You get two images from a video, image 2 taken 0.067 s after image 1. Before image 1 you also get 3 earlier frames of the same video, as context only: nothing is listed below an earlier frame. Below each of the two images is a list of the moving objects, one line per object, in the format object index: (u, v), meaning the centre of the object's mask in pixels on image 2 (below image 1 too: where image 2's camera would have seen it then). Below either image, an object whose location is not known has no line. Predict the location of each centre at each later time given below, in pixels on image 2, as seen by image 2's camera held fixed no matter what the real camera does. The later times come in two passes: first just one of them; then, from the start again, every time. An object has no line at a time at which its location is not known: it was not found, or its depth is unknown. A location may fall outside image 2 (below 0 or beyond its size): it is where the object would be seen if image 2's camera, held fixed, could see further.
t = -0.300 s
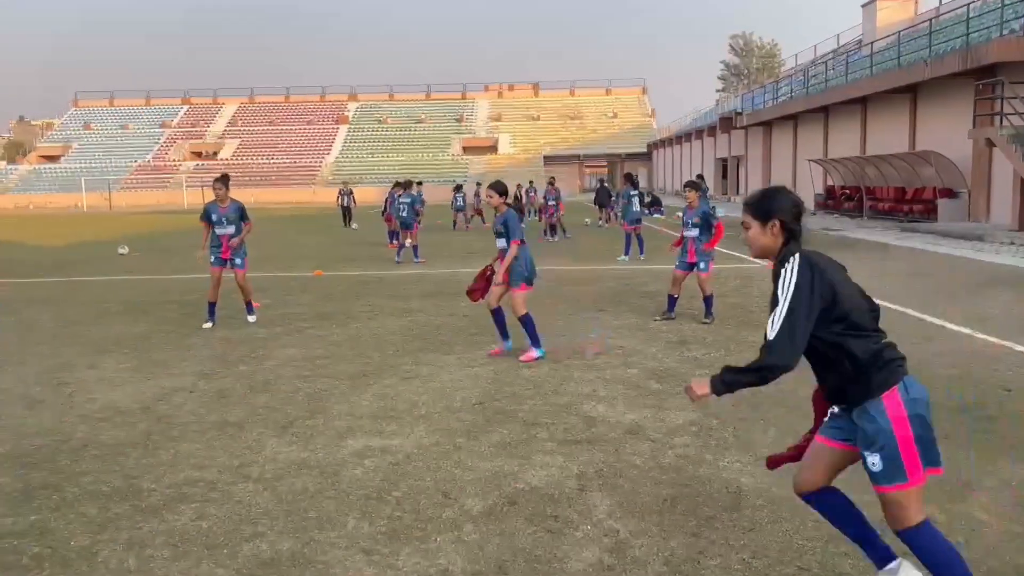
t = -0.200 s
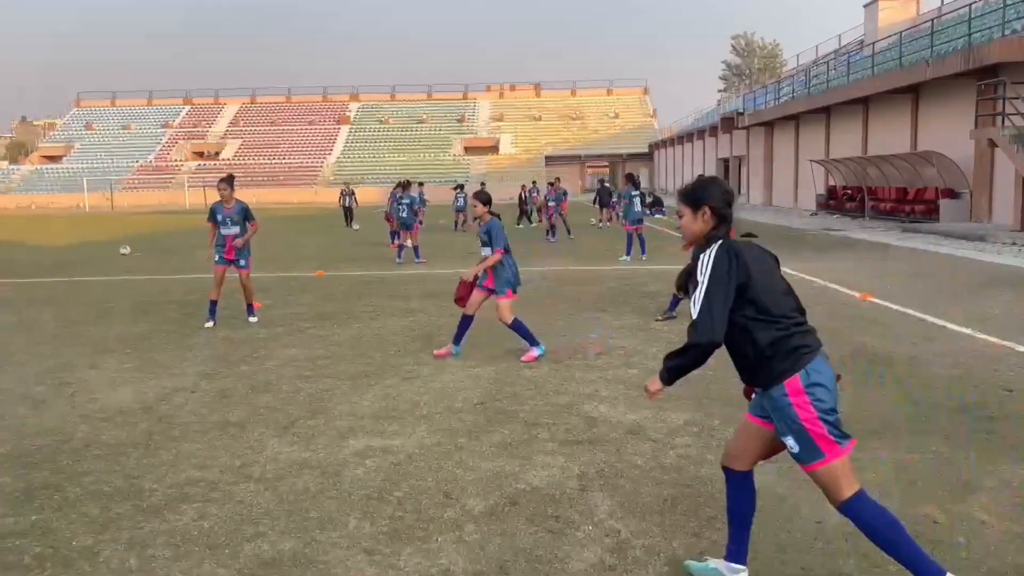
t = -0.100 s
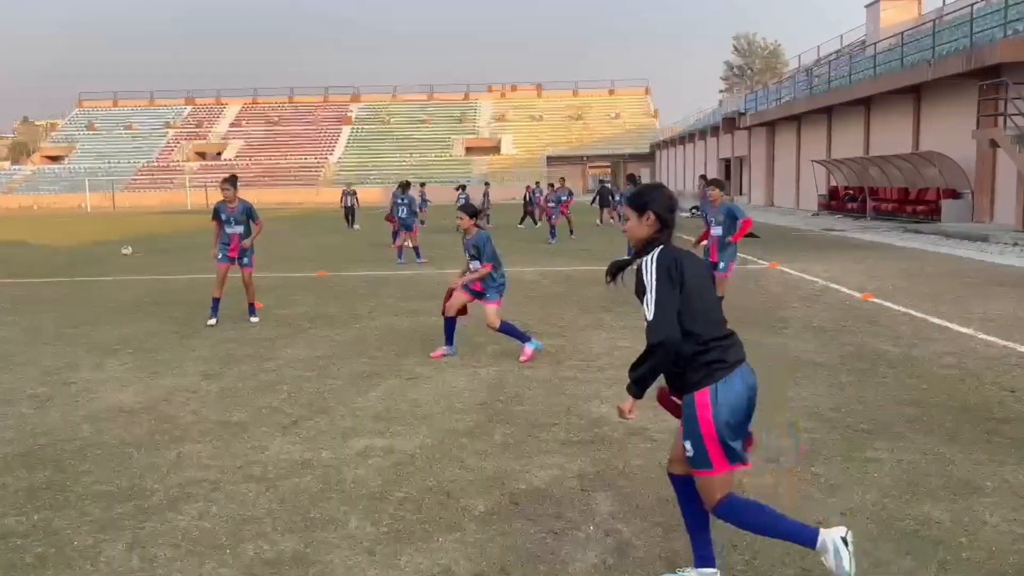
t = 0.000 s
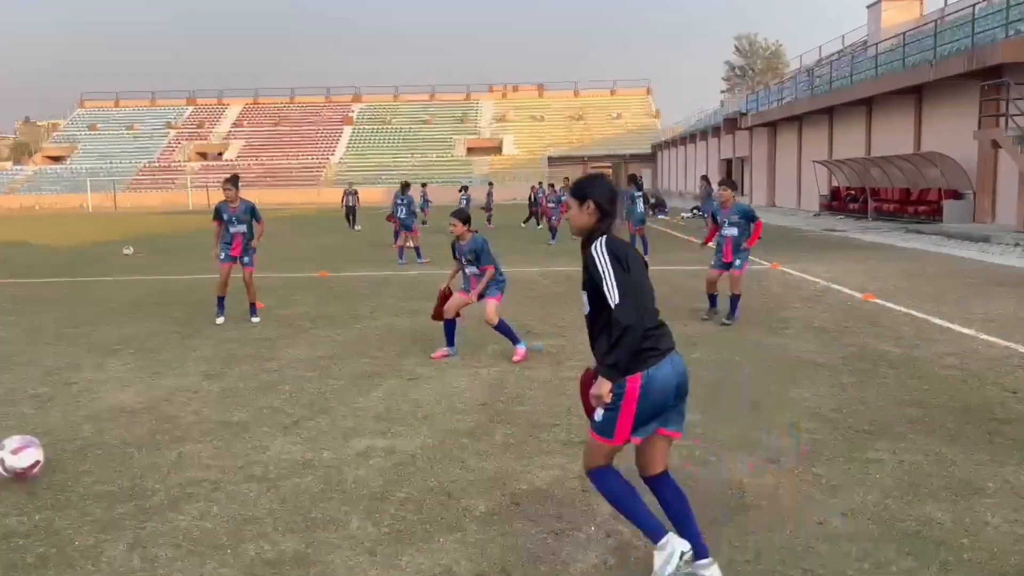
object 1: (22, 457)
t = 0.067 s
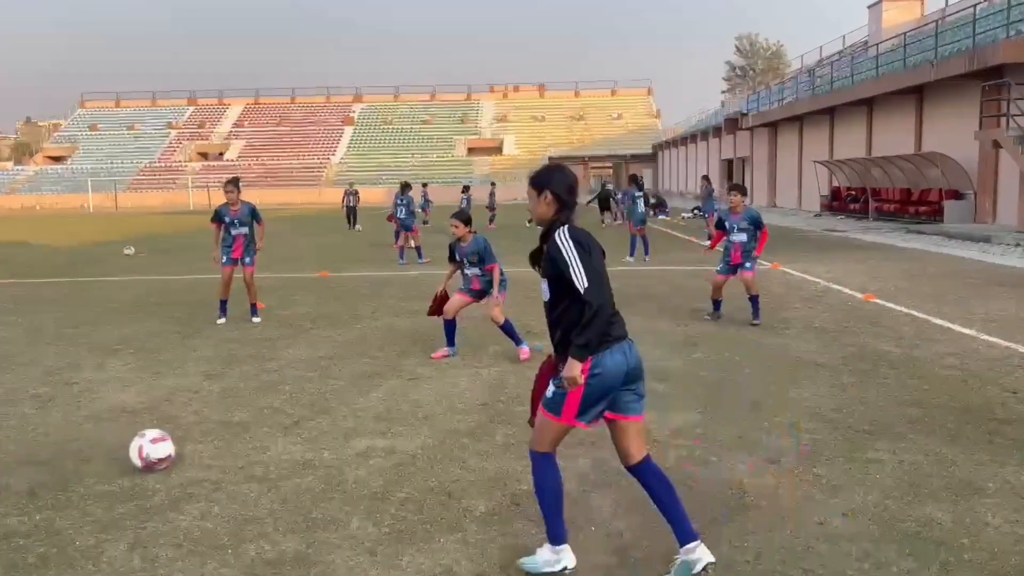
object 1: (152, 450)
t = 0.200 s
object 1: (362, 428)
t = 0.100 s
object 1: (207, 443)
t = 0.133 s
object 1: (261, 436)
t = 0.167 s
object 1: (313, 431)
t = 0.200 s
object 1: (362, 428)
